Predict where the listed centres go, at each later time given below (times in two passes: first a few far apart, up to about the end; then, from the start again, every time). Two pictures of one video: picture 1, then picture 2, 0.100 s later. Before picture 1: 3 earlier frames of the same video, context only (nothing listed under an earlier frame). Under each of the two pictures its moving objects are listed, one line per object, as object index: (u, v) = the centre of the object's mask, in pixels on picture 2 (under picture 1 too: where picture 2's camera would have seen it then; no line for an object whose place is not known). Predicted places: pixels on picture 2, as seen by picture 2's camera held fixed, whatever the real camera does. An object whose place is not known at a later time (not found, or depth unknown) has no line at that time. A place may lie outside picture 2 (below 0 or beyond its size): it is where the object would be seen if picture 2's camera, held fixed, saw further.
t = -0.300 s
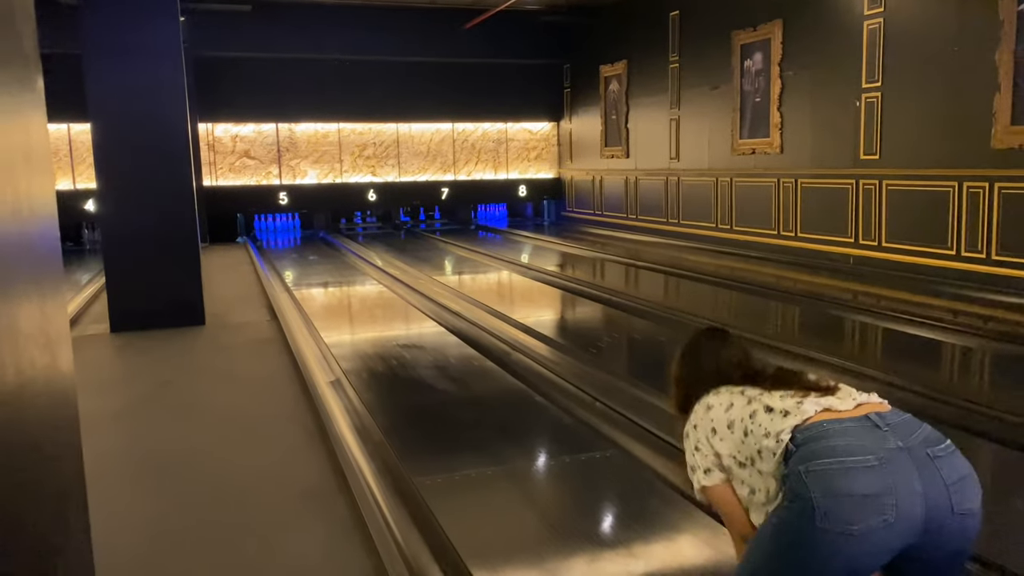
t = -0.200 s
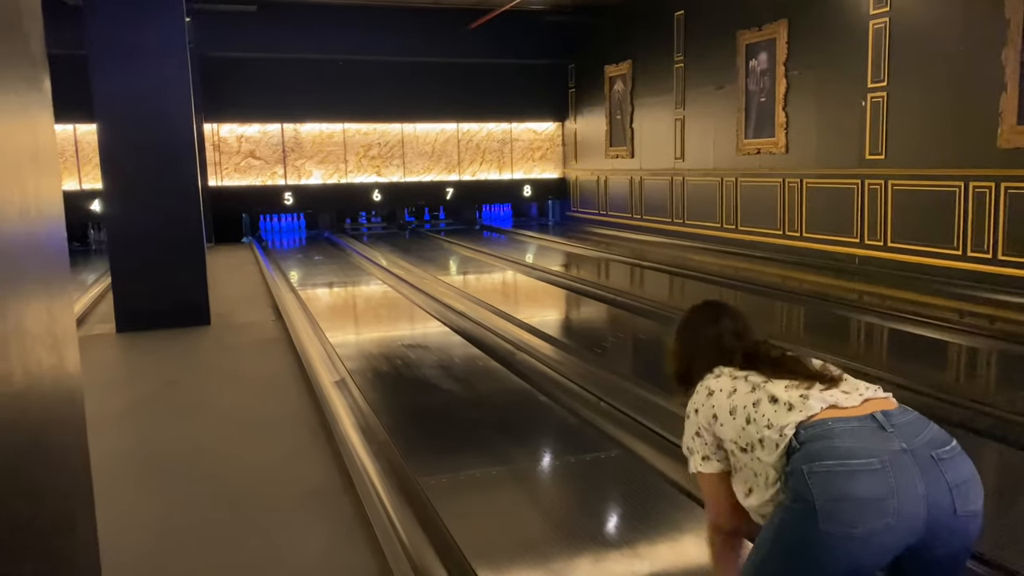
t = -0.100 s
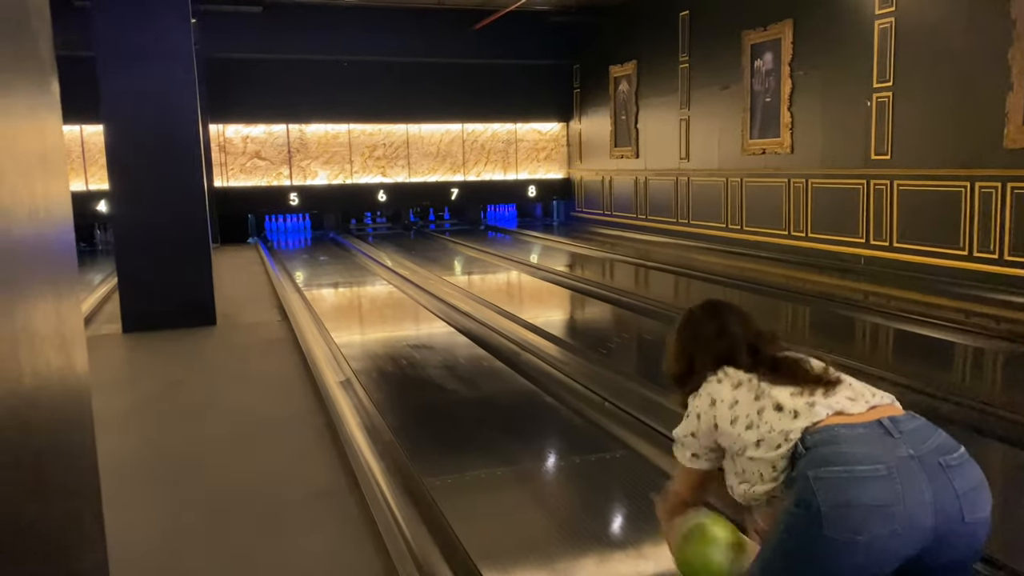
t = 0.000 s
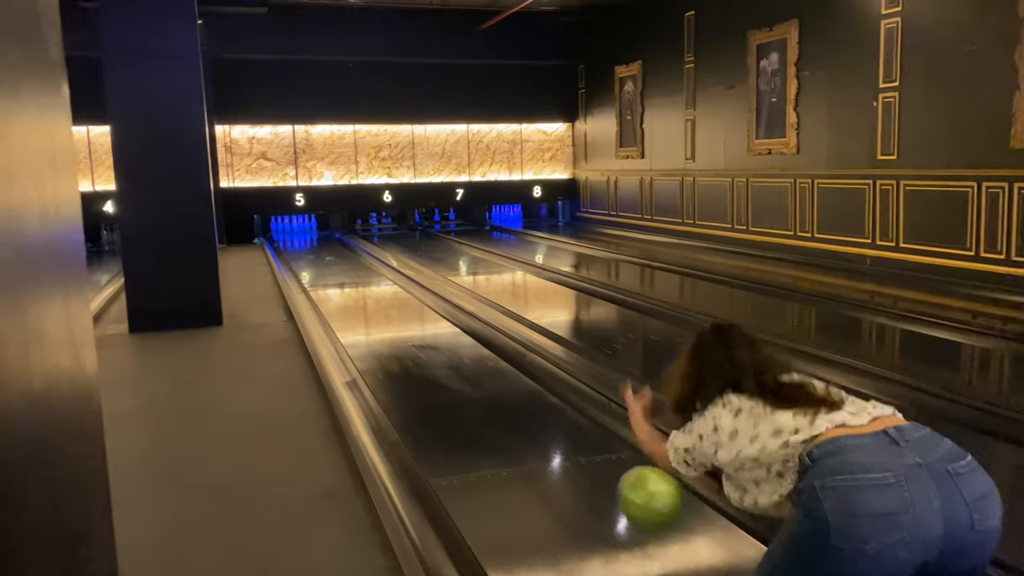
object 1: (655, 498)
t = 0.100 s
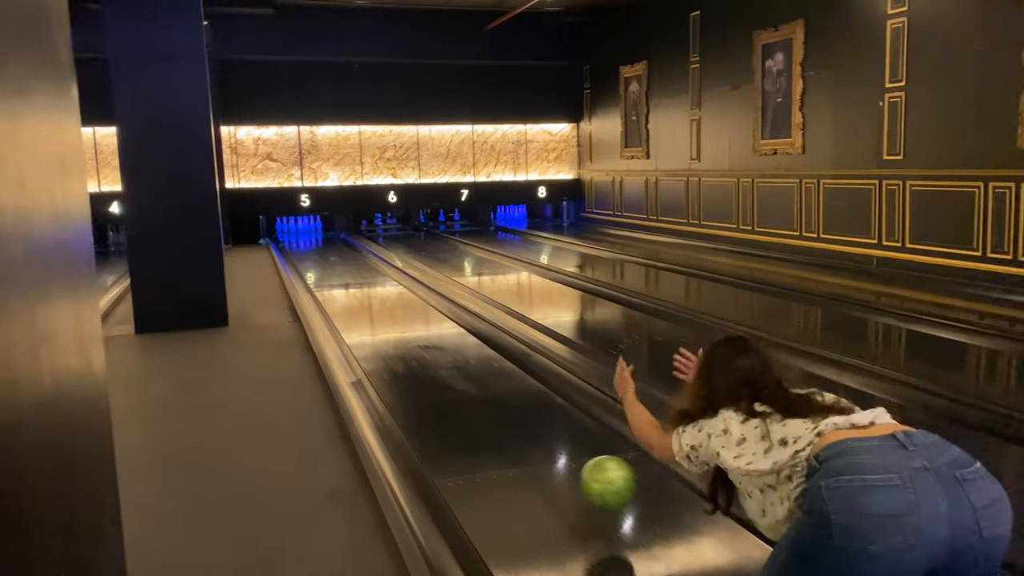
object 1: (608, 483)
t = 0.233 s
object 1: (559, 446)
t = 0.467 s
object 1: (500, 401)
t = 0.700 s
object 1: (462, 365)
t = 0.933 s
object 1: (434, 338)
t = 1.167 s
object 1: (413, 318)
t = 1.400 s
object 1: (397, 302)
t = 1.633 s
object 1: (384, 290)
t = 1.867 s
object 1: (374, 281)
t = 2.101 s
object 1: (365, 272)
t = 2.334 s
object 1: (357, 264)
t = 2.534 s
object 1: (352, 259)
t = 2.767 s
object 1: (346, 254)
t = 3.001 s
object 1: (342, 250)
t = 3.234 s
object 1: (338, 246)
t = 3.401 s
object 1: (335, 244)
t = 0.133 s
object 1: (595, 483)
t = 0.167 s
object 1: (583, 476)
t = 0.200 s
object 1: (570, 459)
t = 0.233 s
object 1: (559, 446)
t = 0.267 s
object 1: (549, 437)
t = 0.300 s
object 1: (540, 430)
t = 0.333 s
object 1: (531, 426)
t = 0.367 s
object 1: (522, 422)
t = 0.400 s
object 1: (515, 413)
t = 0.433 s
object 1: (507, 406)
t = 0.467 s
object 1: (500, 401)
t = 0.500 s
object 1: (494, 395)
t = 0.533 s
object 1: (487, 389)
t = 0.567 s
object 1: (481, 383)
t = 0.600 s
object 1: (475, 377)
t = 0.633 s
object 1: (470, 373)
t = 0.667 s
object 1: (465, 369)
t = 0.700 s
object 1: (462, 365)
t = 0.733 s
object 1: (458, 361)
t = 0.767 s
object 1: (453, 356)
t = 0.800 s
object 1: (449, 352)
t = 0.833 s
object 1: (445, 348)
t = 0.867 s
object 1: (441, 344)
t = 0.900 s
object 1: (438, 341)
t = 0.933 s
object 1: (434, 338)
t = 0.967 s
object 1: (431, 335)
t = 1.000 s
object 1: (428, 332)
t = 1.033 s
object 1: (424, 328)
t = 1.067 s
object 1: (422, 325)
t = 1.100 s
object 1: (419, 323)
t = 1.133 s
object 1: (416, 320)
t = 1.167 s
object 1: (413, 318)
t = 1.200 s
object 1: (411, 315)
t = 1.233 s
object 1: (408, 313)
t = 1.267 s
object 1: (406, 311)
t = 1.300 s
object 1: (404, 309)
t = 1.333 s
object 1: (401, 306)
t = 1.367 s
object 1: (399, 305)
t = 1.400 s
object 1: (397, 302)
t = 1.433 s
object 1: (395, 301)
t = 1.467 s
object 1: (393, 299)
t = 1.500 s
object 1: (391, 297)
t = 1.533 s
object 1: (389, 295)
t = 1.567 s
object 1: (387, 293)
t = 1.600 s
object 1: (385, 292)
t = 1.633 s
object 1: (384, 290)
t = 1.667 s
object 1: (382, 289)
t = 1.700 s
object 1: (380, 287)
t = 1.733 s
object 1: (379, 286)
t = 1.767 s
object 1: (378, 284)
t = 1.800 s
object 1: (376, 283)
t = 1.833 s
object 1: (375, 281)
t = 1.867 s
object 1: (374, 281)
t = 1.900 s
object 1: (372, 279)
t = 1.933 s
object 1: (371, 278)
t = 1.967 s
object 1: (370, 276)
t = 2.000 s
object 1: (369, 275)
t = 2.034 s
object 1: (367, 274)
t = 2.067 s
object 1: (366, 273)
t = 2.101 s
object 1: (365, 272)
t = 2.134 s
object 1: (364, 271)
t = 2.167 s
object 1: (363, 269)
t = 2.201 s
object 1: (361, 268)
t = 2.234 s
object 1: (361, 267)
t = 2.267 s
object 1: (359, 266)
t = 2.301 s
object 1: (358, 265)
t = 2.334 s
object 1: (357, 264)
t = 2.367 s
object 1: (357, 264)
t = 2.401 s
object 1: (356, 263)
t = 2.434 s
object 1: (355, 262)
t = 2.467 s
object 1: (354, 261)
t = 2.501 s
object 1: (353, 260)
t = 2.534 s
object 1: (352, 259)
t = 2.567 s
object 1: (351, 258)
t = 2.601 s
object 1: (350, 258)
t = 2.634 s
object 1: (349, 257)
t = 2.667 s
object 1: (348, 256)
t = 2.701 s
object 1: (348, 256)
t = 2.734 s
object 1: (347, 255)
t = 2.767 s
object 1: (346, 254)
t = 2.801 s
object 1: (346, 253)
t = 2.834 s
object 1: (345, 253)
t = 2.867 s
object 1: (344, 253)
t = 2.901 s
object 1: (344, 252)
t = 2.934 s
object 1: (343, 251)
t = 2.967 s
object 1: (342, 251)
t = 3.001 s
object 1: (342, 250)
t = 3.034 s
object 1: (341, 249)
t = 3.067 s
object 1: (340, 248)
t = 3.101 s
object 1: (340, 248)
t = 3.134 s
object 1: (339, 248)
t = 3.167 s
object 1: (339, 247)
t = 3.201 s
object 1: (338, 247)
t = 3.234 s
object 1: (338, 246)
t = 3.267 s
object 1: (337, 246)
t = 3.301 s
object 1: (336, 245)
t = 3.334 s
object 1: (336, 245)
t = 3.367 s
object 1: (335, 244)
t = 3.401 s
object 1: (335, 244)
